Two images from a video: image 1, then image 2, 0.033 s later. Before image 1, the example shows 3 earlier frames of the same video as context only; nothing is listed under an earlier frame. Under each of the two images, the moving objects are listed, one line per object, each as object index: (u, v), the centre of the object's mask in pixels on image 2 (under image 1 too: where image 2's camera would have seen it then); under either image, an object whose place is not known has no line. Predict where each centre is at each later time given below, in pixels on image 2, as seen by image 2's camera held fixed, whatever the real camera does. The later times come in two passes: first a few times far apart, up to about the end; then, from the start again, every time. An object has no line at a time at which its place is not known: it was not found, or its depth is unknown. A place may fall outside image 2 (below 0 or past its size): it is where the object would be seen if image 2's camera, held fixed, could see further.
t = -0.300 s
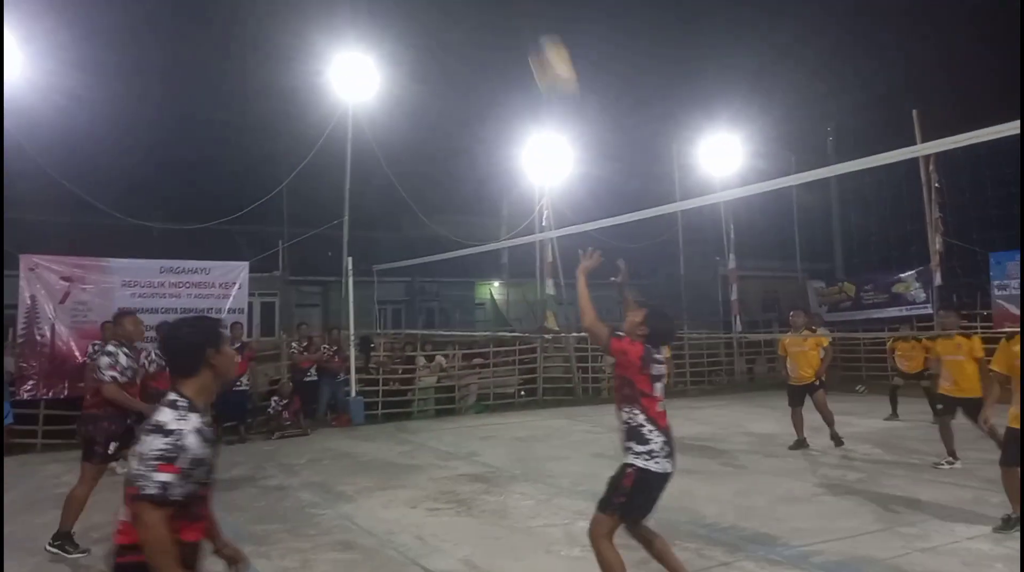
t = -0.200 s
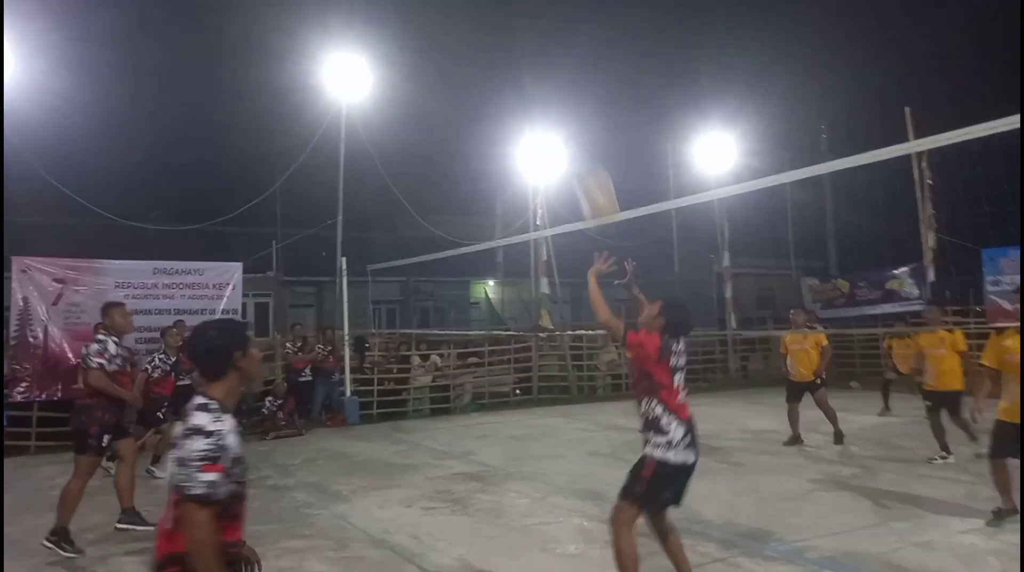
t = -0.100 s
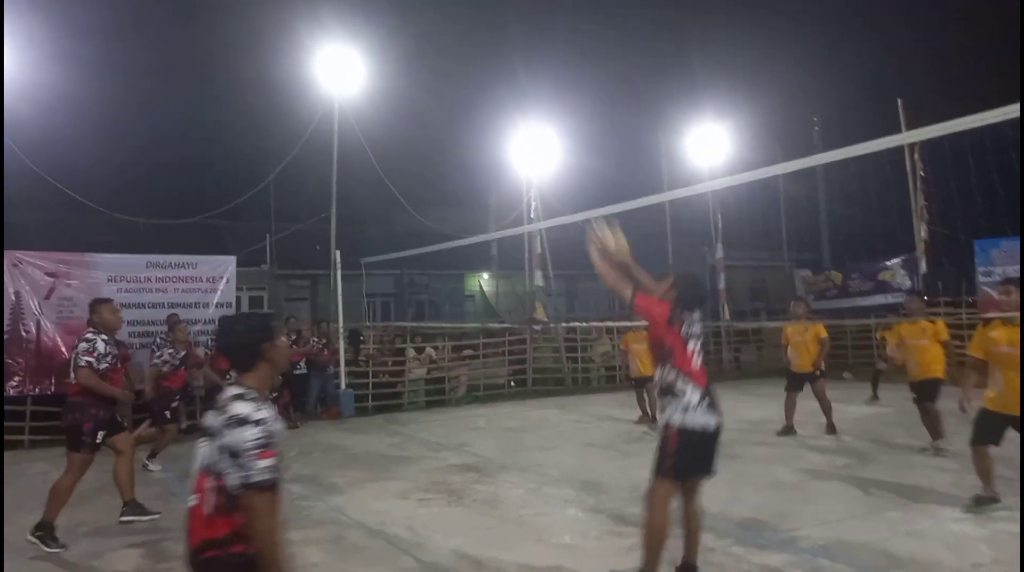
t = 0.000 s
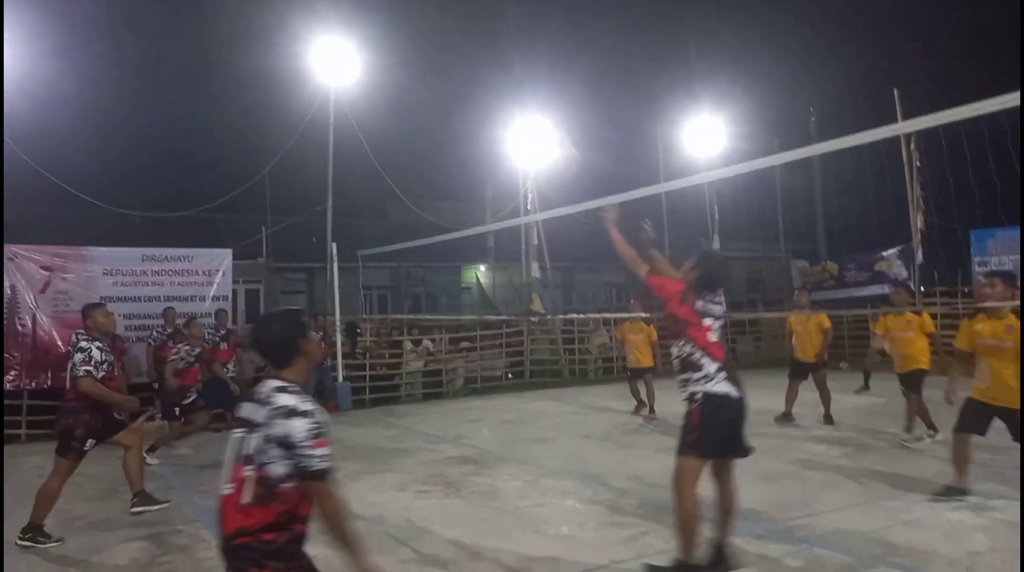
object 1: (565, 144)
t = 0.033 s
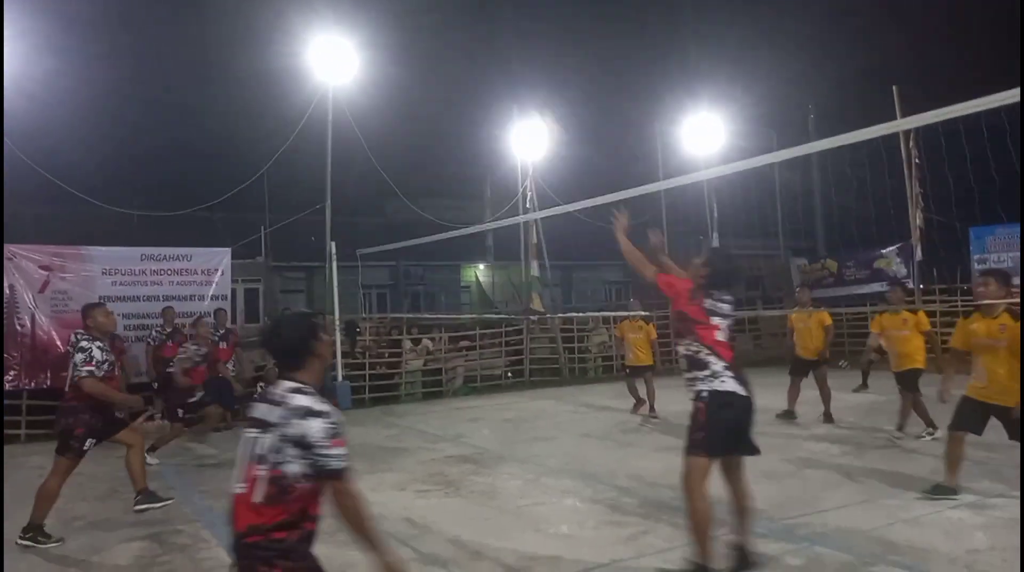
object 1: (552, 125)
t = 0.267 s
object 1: (462, 52)
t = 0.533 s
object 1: (400, 62)
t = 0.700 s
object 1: (372, 105)
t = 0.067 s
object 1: (529, 102)
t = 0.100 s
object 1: (516, 94)
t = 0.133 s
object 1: (503, 80)
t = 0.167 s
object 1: (494, 71)
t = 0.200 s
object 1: (483, 63)
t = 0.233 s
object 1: (472, 56)
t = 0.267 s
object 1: (462, 52)
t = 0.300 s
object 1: (453, 49)
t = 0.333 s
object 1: (445, 47)
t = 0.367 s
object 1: (437, 46)
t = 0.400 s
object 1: (428, 47)
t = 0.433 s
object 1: (419, 49)
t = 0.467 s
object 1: (413, 53)
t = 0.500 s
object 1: (407, 57)
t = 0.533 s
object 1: (400, 62)
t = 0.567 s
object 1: (394, 69)
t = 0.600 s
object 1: (389, 76)
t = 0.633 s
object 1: (383, 85)
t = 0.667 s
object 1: (378, 95)
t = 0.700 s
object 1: (372, 105)
